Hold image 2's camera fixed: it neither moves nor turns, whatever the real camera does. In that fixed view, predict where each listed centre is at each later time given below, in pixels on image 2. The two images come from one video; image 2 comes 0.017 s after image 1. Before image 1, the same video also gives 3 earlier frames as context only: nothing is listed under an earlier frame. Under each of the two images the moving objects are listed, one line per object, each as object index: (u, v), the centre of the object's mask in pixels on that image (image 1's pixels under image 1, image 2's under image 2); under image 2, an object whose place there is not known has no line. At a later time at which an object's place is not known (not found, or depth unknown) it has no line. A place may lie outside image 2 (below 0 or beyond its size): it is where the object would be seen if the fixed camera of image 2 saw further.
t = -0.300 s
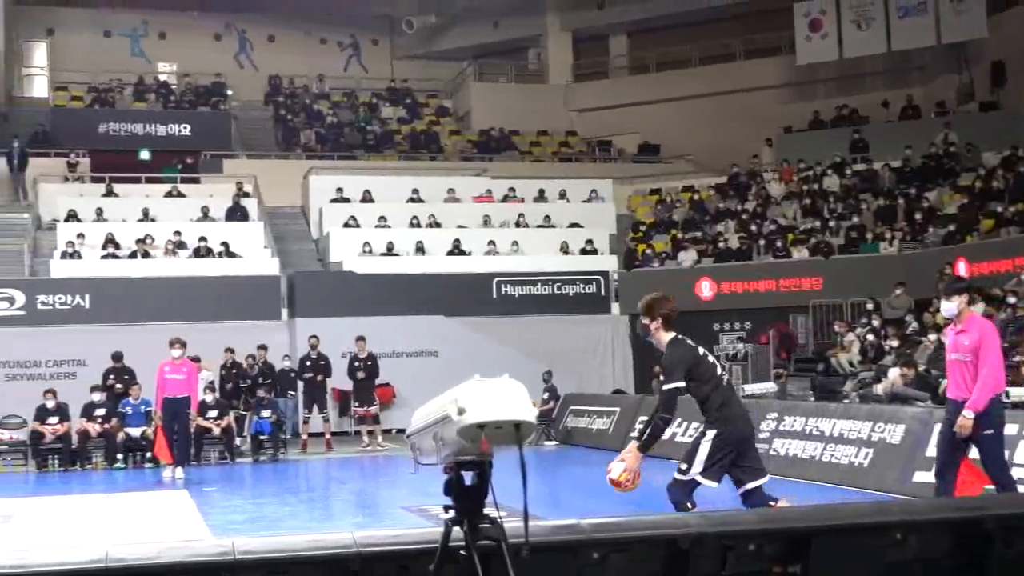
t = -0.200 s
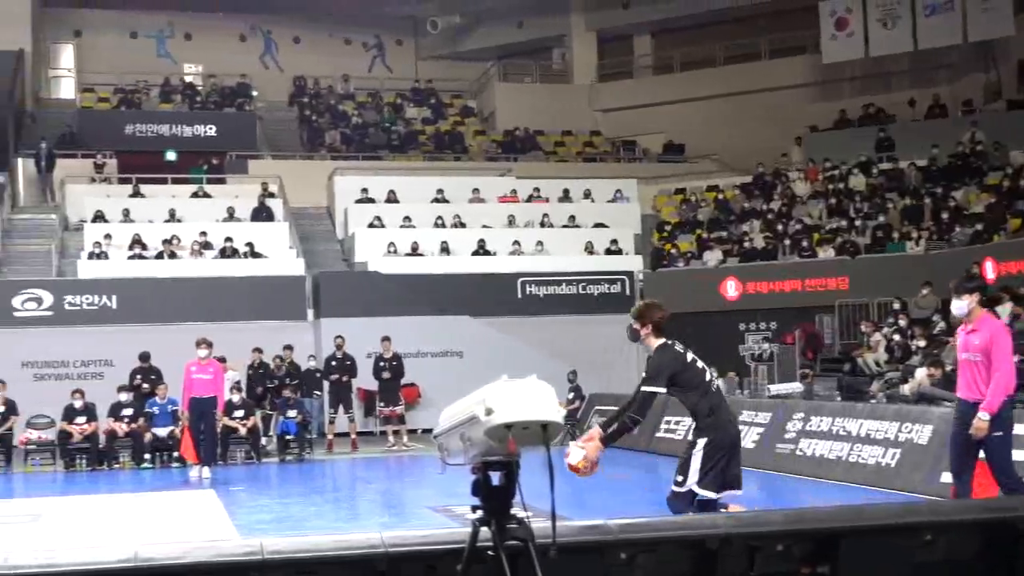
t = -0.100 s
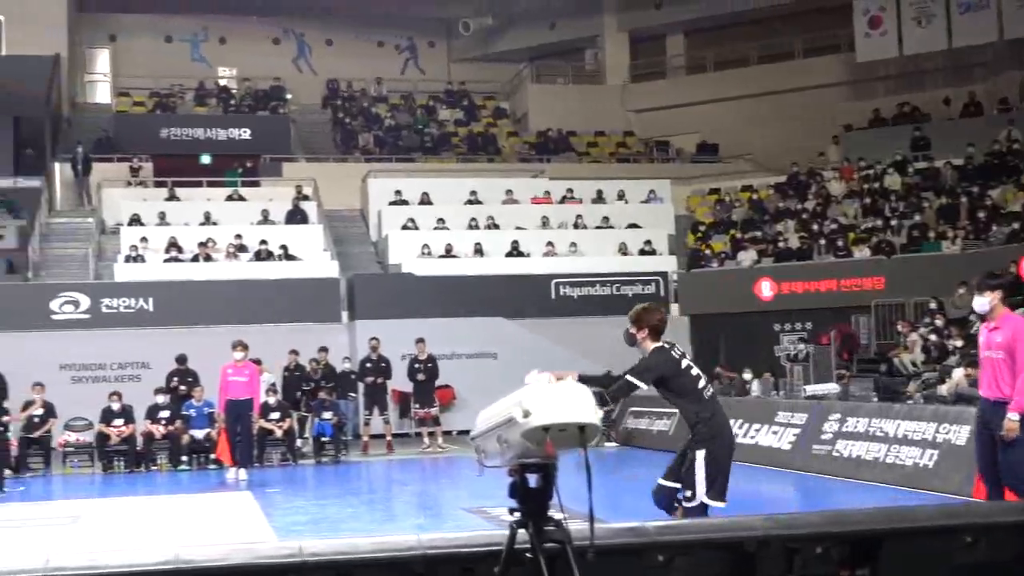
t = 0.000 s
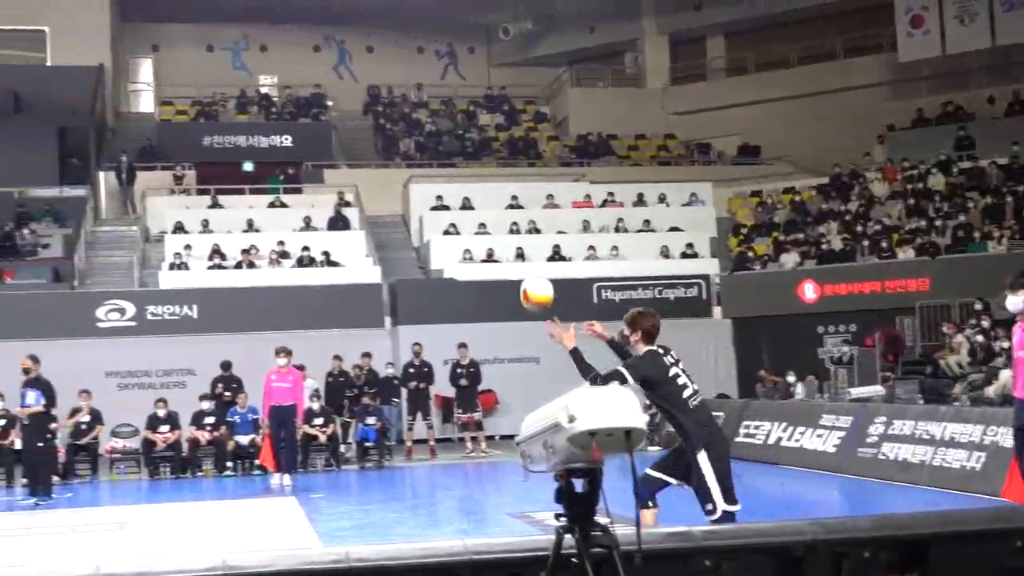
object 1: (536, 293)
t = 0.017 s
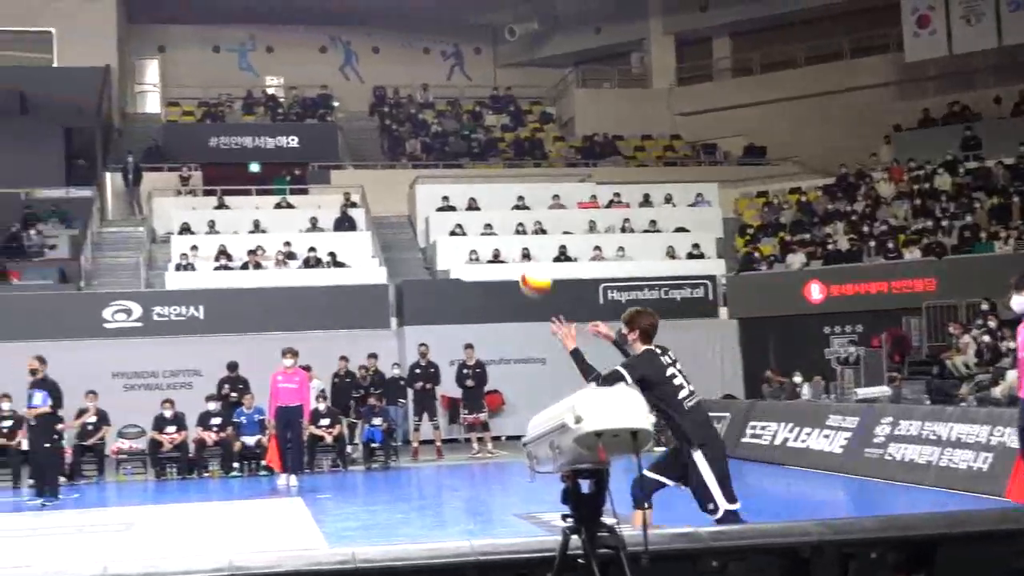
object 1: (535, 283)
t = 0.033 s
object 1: (528, 263)
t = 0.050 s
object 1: (525, 250)
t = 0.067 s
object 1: (516, 235)
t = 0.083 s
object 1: (512, 223)
